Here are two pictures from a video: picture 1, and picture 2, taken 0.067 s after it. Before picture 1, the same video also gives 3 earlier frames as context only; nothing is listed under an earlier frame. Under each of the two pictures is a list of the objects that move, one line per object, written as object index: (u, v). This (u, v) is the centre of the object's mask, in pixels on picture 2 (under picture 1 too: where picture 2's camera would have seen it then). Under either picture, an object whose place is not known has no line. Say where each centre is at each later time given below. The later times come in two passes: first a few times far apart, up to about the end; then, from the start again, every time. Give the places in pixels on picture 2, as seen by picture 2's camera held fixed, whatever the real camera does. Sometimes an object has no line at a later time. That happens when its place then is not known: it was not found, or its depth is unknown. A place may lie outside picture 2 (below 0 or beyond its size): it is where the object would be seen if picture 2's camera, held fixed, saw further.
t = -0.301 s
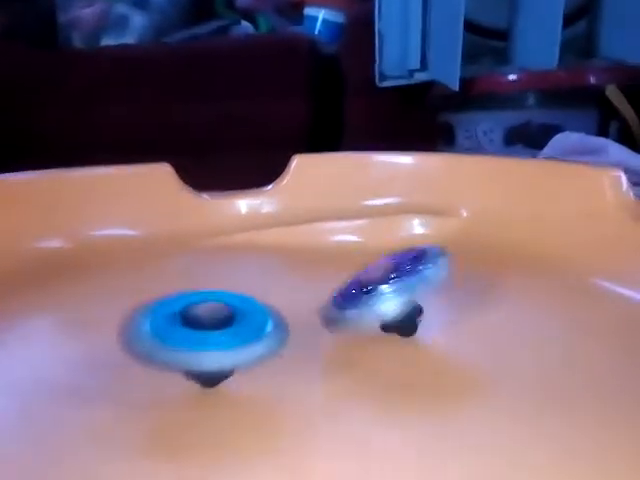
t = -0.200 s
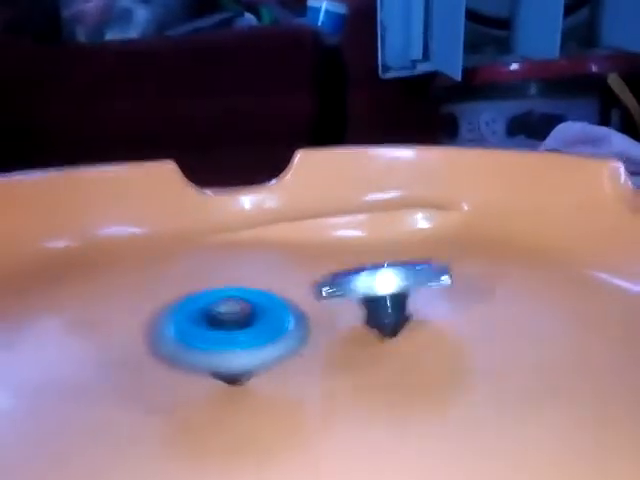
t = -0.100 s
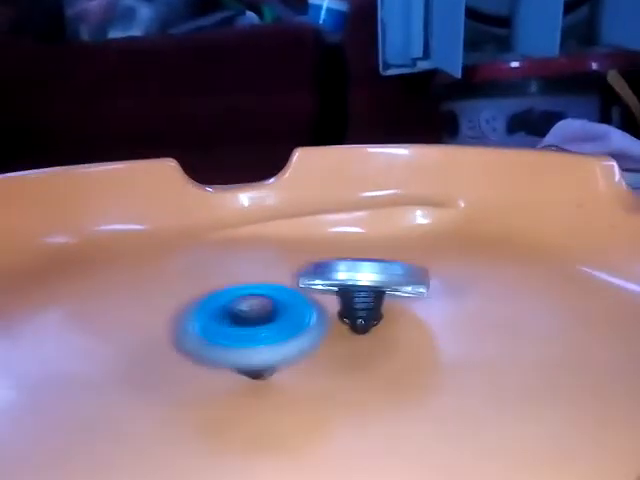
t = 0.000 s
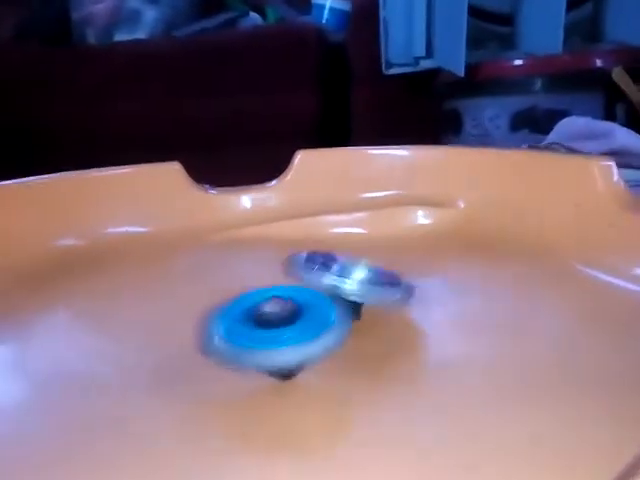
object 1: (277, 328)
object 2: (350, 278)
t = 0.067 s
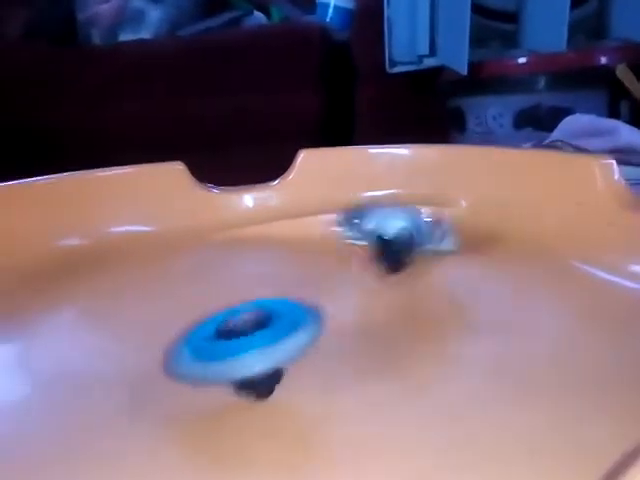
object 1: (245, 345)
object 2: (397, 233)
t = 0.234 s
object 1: (226, 367)
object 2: (410, 228)
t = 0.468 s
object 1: (201, 383)
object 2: (356, 283)
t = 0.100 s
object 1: (240, 350)
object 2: (411, 228)
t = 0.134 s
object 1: (236, 356)
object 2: (422, 213)
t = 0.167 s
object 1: (234, 359)
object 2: (420, 211)
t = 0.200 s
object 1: (230, 363)
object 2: (416, 224)
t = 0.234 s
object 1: (226, 367)
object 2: (410, 228)
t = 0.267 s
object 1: (222, 370)
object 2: (401, 233)
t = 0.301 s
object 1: (217, 375)
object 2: (393, 237)
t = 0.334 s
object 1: (216, 376)
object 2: (377, 246)
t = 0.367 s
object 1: (212, 377)
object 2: (366, 253)
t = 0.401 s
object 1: (210, 382)
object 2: (360, 260)
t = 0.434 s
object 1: (206, 383)
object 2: (355, 272)
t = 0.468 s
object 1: (201, 383)
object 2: (356, 283)
